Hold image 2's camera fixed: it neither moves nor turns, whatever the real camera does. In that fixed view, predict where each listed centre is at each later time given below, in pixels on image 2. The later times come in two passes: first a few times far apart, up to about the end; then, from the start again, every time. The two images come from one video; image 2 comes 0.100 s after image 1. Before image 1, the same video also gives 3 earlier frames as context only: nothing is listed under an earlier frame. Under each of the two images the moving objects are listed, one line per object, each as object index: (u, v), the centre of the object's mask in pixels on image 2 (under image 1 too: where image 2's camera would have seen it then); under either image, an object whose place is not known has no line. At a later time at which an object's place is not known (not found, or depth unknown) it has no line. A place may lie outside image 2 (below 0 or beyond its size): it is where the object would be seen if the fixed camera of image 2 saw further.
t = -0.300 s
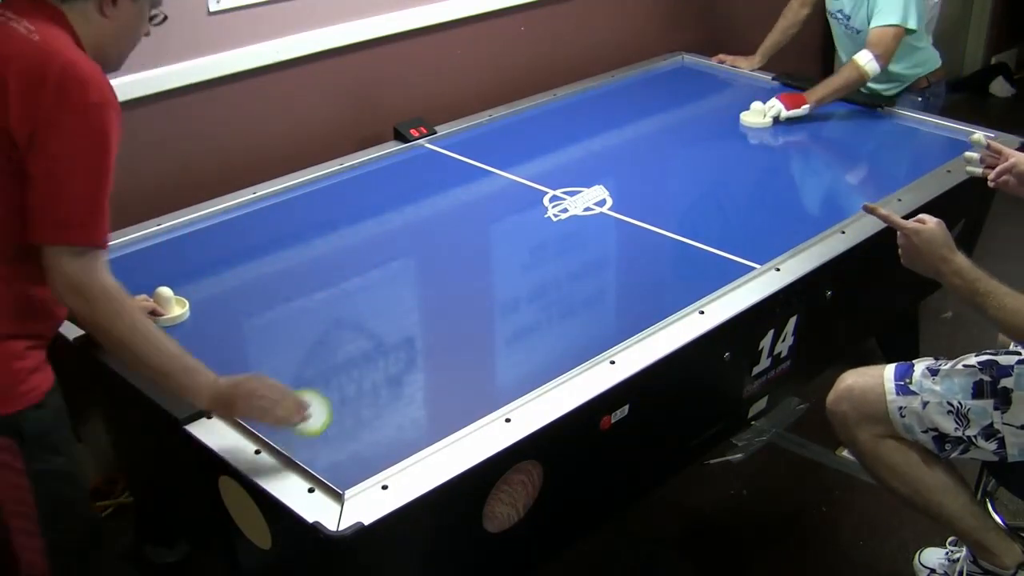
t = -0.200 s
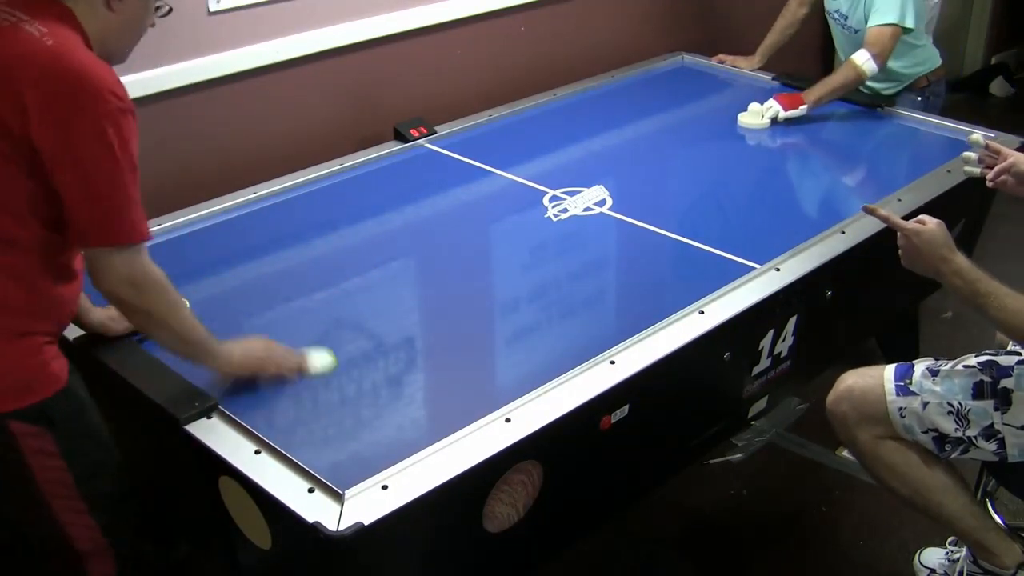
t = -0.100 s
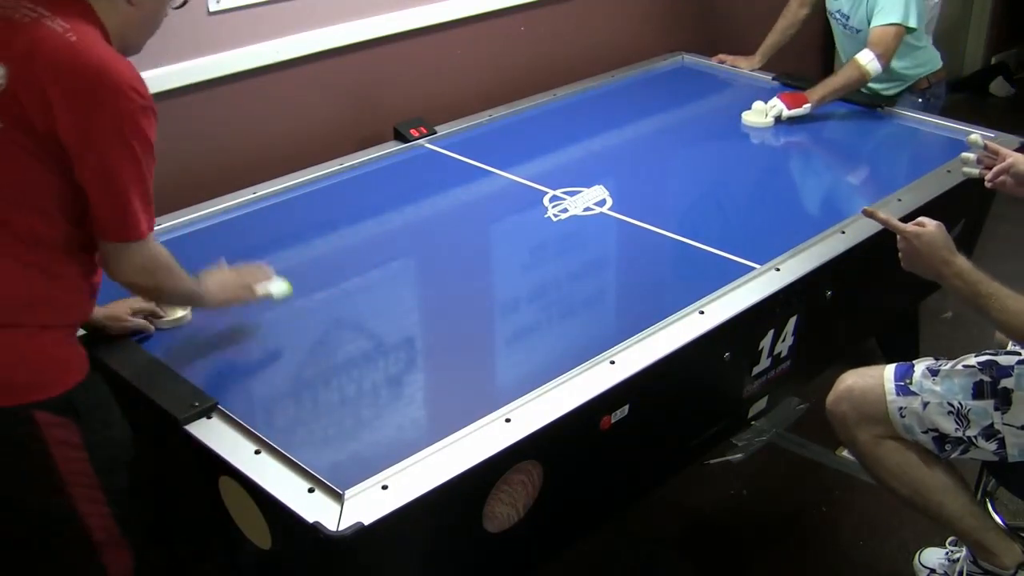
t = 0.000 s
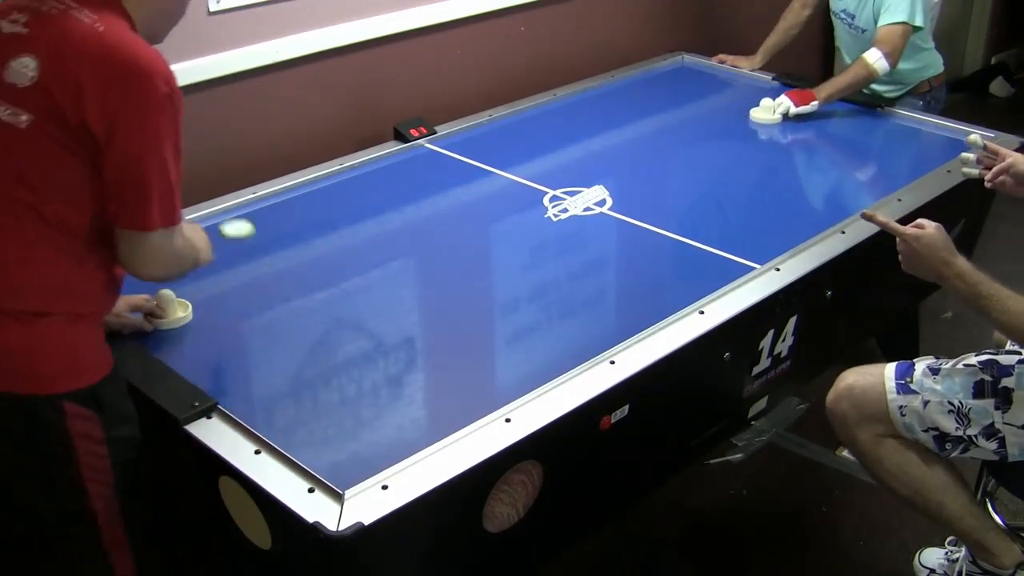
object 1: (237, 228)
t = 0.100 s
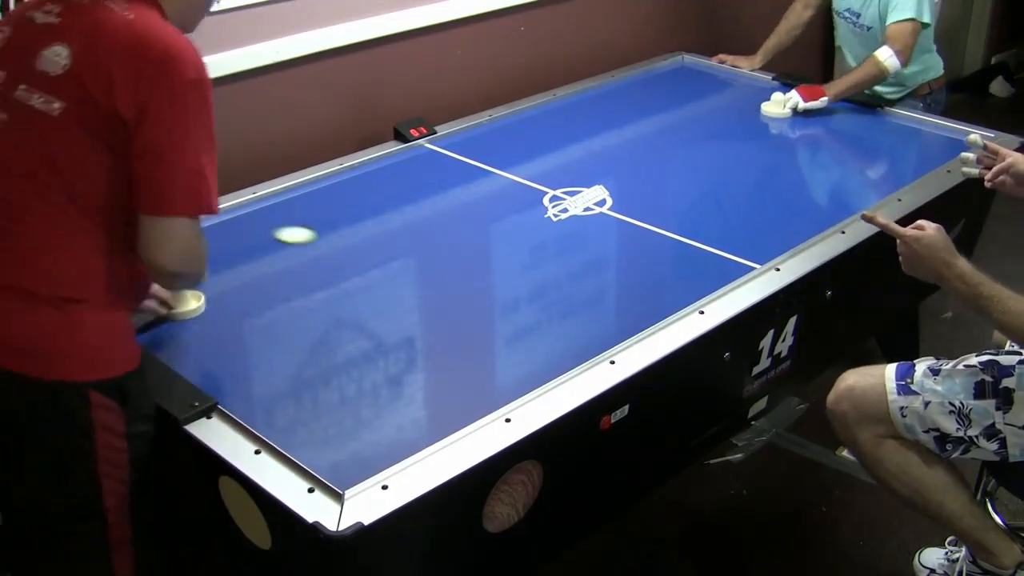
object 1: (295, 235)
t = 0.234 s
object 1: (419, 270)
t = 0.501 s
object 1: (585, 304)
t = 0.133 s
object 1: (324, 243)
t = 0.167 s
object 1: (355, 252)
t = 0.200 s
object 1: (386, 261)
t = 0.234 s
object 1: (419, 270)
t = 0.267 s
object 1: (452, 279)
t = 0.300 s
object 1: (487, 288)
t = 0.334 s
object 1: (523, 298)
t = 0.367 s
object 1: (560, 307)
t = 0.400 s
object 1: (597, 317)
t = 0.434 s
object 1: (628, 325)
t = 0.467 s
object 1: (608, 315)
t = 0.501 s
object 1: (585, 304)
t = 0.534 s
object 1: (563, 293)
